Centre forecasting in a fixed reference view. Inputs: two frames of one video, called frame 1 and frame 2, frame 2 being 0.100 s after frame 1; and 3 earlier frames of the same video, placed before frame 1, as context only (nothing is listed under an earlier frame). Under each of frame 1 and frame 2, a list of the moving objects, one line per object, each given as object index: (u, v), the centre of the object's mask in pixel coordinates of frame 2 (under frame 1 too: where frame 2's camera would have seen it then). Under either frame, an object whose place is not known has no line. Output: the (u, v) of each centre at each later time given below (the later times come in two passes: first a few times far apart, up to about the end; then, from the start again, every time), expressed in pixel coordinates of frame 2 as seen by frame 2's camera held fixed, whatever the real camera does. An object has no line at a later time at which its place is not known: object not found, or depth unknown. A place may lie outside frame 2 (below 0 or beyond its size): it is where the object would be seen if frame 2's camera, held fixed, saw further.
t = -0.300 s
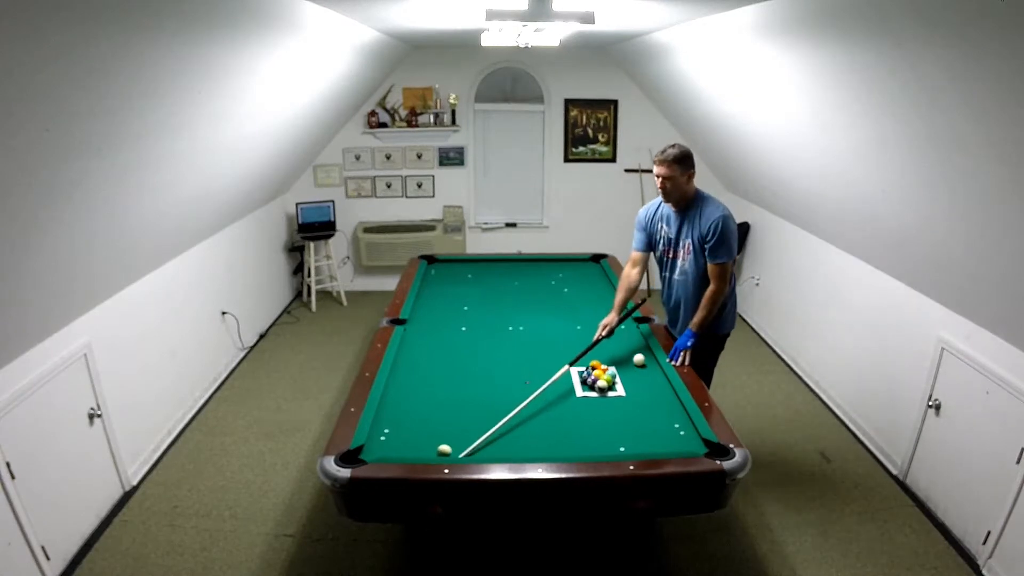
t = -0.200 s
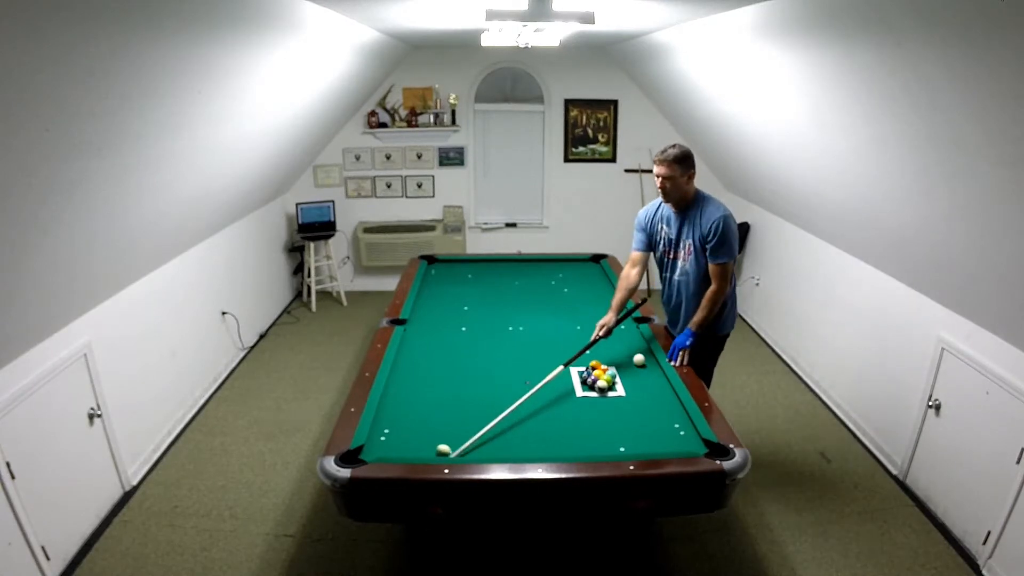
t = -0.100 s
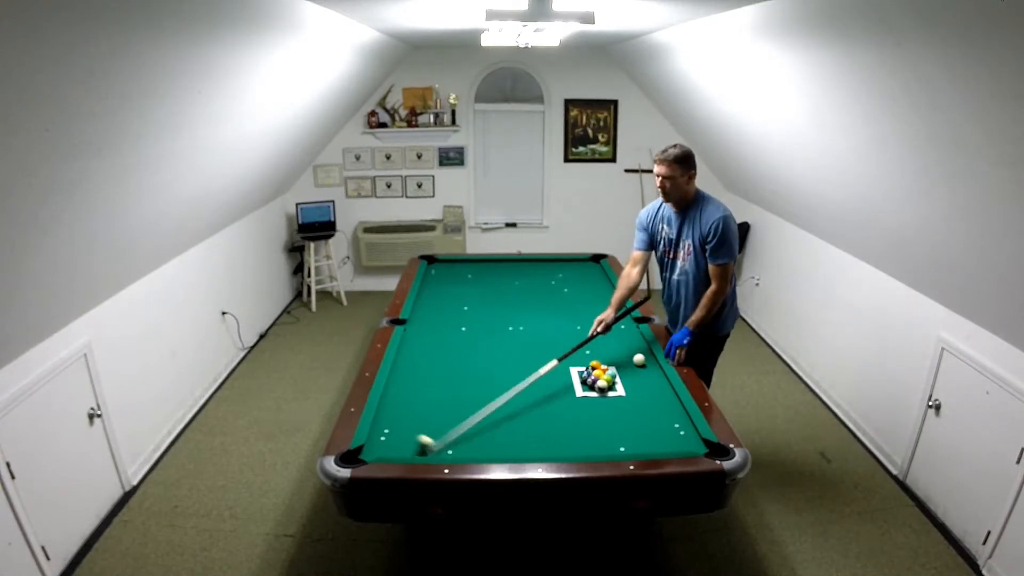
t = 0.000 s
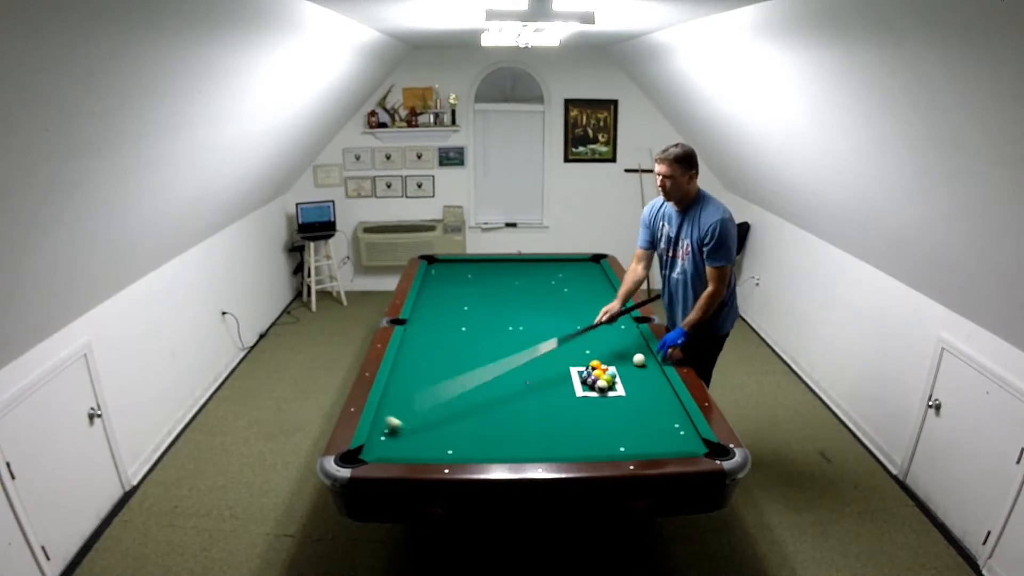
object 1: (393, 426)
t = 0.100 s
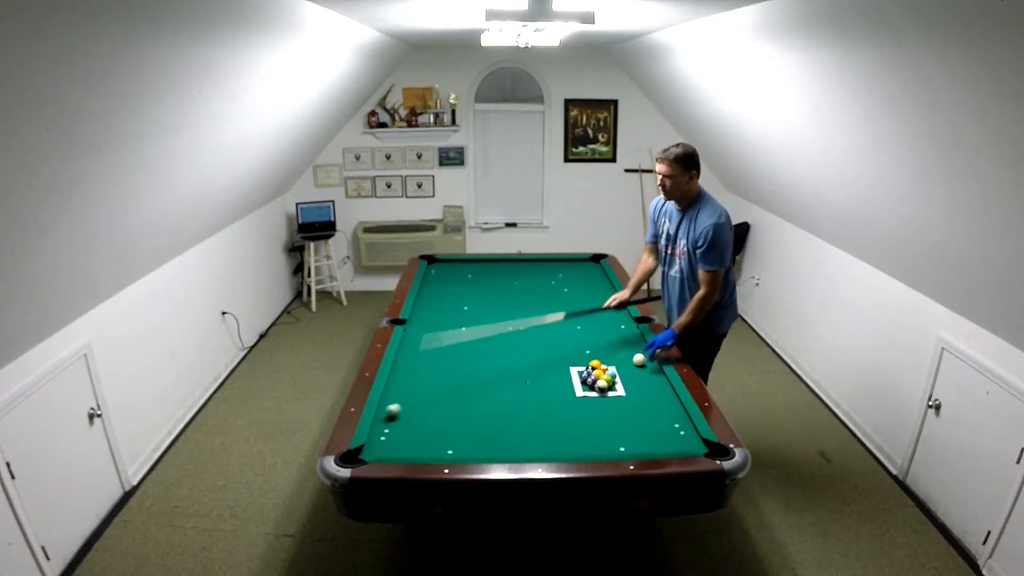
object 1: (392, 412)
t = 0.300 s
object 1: (434, 394)
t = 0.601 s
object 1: (487, 373)
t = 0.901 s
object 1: (532, 353)
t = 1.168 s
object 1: (567, 338)
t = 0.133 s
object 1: (400, 409)
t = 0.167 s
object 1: (407, 406)
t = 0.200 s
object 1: (414, 403)
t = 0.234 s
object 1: (421, 400)
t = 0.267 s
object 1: (427, 398)
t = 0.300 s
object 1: (434, 394)
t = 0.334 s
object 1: (440, 392)
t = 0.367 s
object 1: (447, 389)
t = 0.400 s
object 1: (452, 387)
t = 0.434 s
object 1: (458, 385)
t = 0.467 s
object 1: (464, 382)
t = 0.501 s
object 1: (470, 380)
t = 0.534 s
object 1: (475, 377)
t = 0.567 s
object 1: (481, 375)
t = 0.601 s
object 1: (487, 373)
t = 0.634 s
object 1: (493, 371)
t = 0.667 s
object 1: (497, 368)
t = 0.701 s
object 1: (503, 366)
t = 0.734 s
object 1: (508, 364)
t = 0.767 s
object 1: (513, 362)
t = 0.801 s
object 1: (518, 359)
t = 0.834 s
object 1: (522, 357)
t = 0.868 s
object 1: (527, 355)
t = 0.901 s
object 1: (532, 353)
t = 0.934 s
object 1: (537, 351)
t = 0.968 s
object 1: (541, 349)
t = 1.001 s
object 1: (546, 347)
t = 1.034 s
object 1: (550, 345)
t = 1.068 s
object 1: (554, 344)
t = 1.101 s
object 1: (558, 341)
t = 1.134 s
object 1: (562, 340)
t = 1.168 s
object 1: (567, 338)
